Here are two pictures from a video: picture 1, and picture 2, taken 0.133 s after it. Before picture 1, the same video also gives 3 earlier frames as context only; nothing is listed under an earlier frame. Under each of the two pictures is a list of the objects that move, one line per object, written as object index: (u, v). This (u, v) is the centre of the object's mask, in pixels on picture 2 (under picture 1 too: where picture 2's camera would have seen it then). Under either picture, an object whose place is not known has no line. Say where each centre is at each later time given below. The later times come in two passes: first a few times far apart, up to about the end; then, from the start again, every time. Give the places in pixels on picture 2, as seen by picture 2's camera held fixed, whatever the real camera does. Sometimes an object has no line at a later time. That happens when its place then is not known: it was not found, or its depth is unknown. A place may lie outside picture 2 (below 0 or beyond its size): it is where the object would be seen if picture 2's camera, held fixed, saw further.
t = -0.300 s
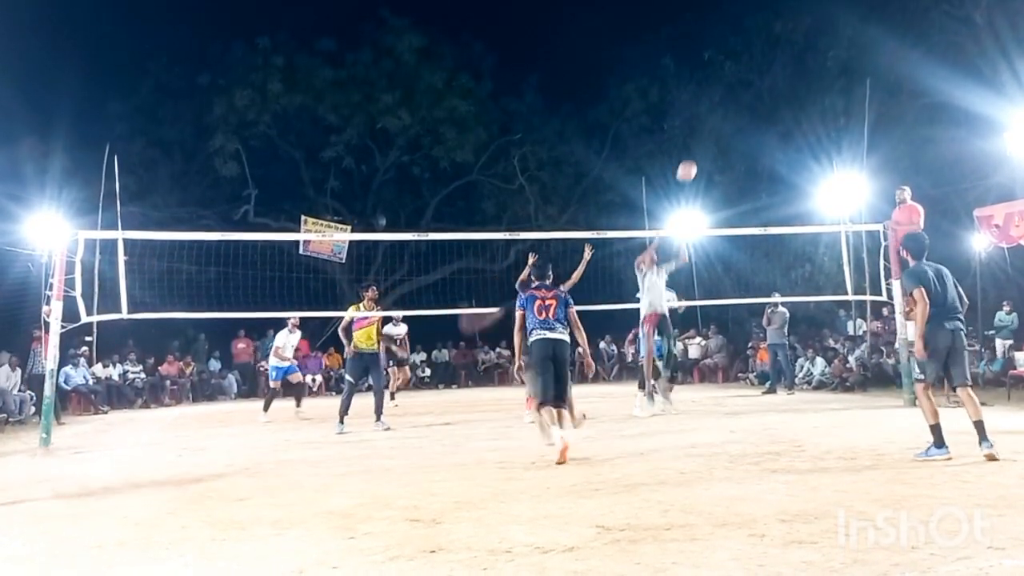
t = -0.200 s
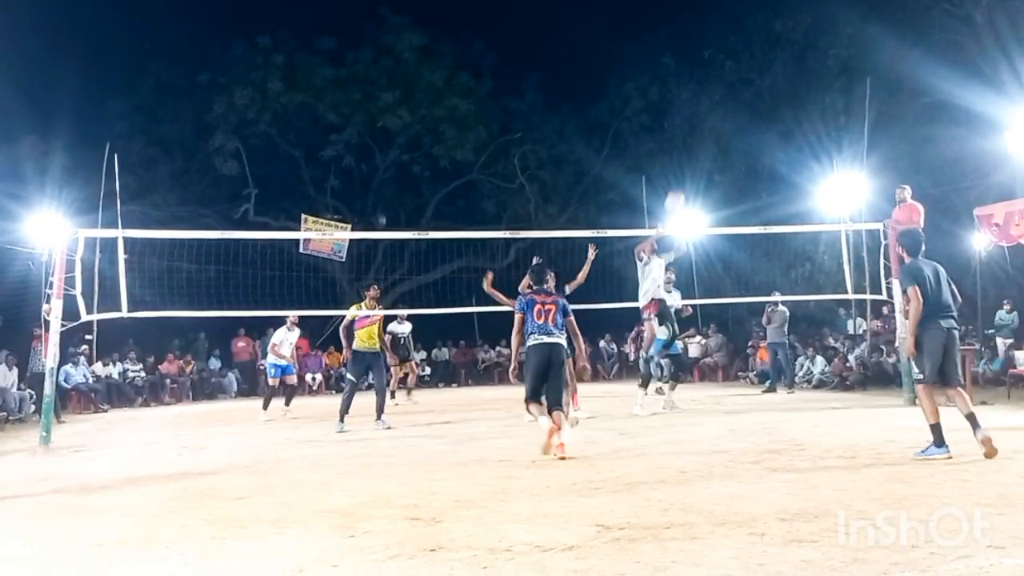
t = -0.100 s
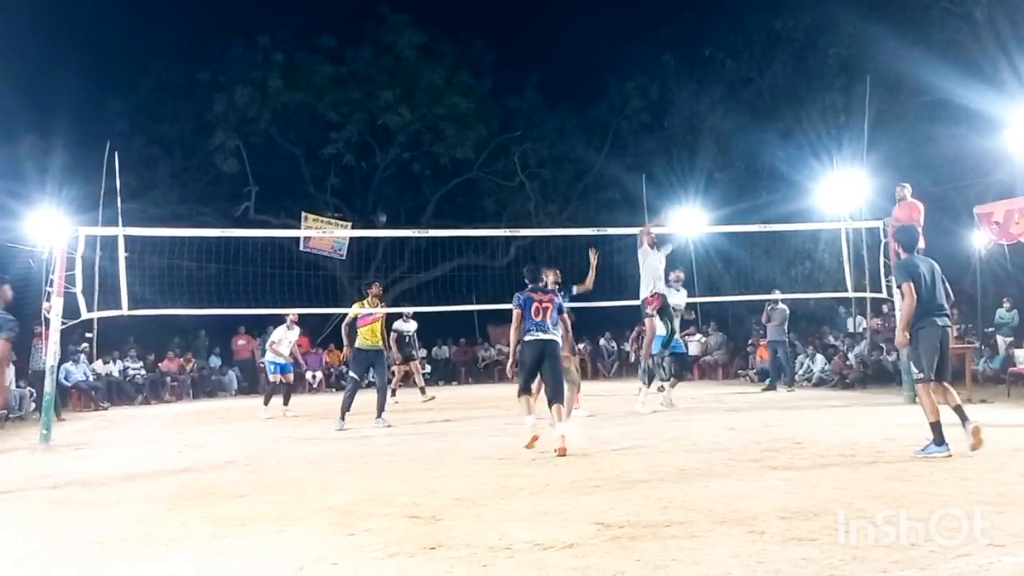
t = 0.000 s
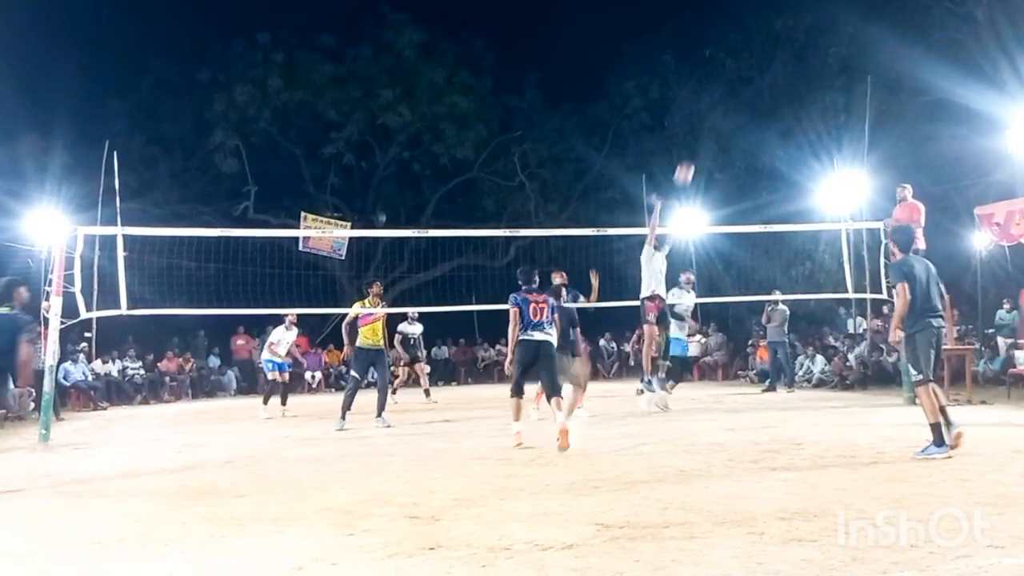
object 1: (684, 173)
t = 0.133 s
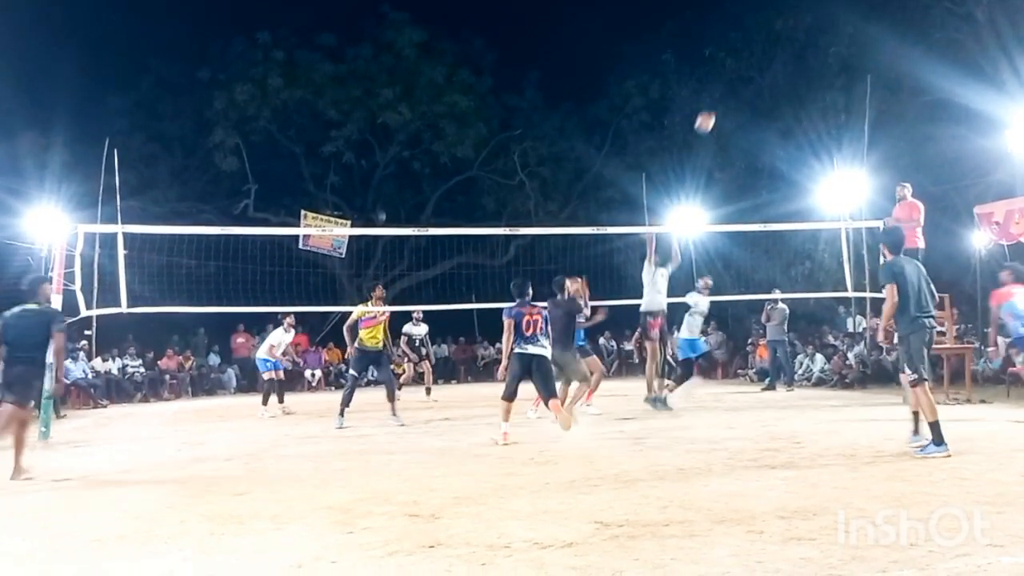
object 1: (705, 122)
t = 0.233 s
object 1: (720, 94)
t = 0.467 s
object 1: (758, 61)
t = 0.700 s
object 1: (796, 69)
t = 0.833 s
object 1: (819, 94)
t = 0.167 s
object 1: (710, 112)
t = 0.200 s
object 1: (715, 103)
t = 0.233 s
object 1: (720, 94)
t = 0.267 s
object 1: (726, 87)
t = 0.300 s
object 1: (731, 80)
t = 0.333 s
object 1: (736, 74)
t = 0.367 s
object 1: (742, 70)
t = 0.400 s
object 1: (747, 65)
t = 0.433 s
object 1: (753, 62)
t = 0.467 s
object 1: (758, 61)
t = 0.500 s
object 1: (763, 59)
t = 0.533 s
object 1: (769, 59)
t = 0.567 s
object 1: (774, 59)
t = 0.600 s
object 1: (780, 60)
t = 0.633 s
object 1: (785, 62)
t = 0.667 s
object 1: (790, 65)
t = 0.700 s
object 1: (796, 69)
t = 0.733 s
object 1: (802, 74)
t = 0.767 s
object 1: (807, 79)
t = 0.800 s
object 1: (813, 86)
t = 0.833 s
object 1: (819, 94)
